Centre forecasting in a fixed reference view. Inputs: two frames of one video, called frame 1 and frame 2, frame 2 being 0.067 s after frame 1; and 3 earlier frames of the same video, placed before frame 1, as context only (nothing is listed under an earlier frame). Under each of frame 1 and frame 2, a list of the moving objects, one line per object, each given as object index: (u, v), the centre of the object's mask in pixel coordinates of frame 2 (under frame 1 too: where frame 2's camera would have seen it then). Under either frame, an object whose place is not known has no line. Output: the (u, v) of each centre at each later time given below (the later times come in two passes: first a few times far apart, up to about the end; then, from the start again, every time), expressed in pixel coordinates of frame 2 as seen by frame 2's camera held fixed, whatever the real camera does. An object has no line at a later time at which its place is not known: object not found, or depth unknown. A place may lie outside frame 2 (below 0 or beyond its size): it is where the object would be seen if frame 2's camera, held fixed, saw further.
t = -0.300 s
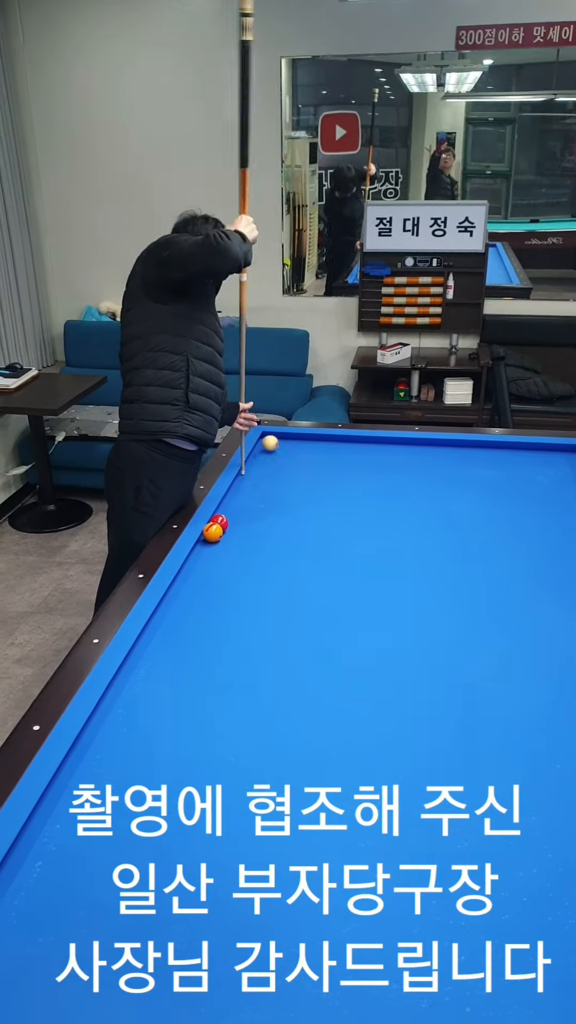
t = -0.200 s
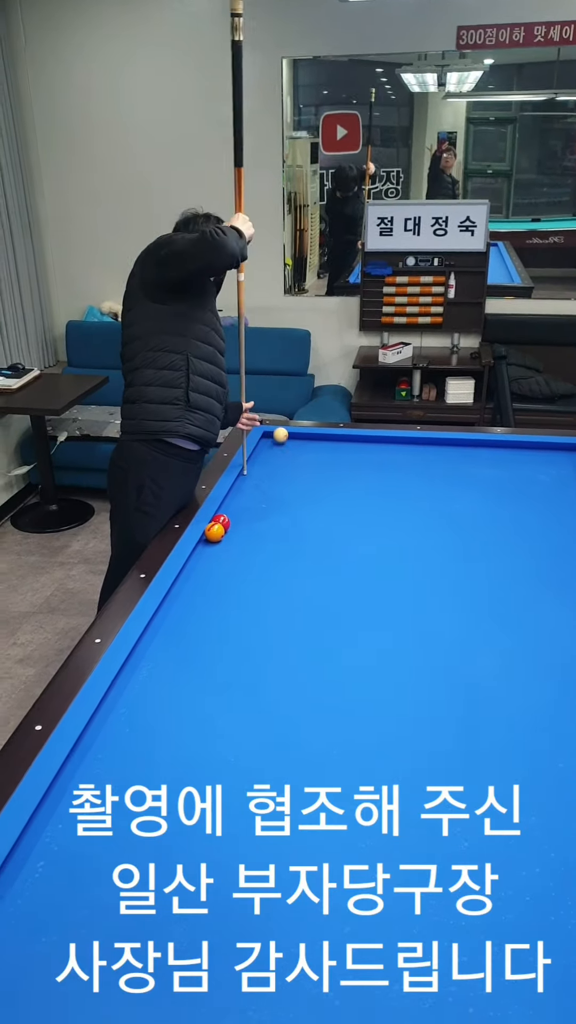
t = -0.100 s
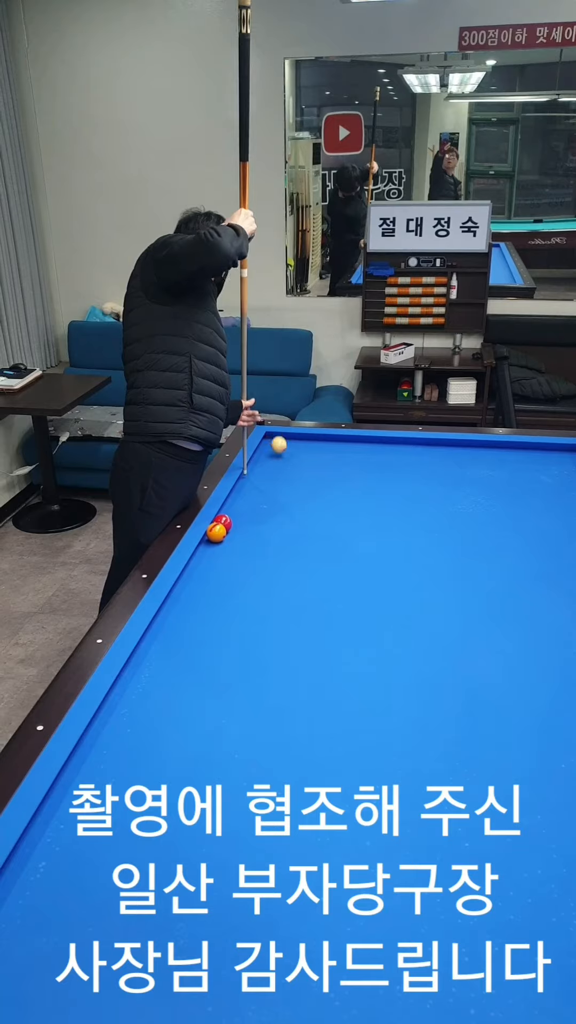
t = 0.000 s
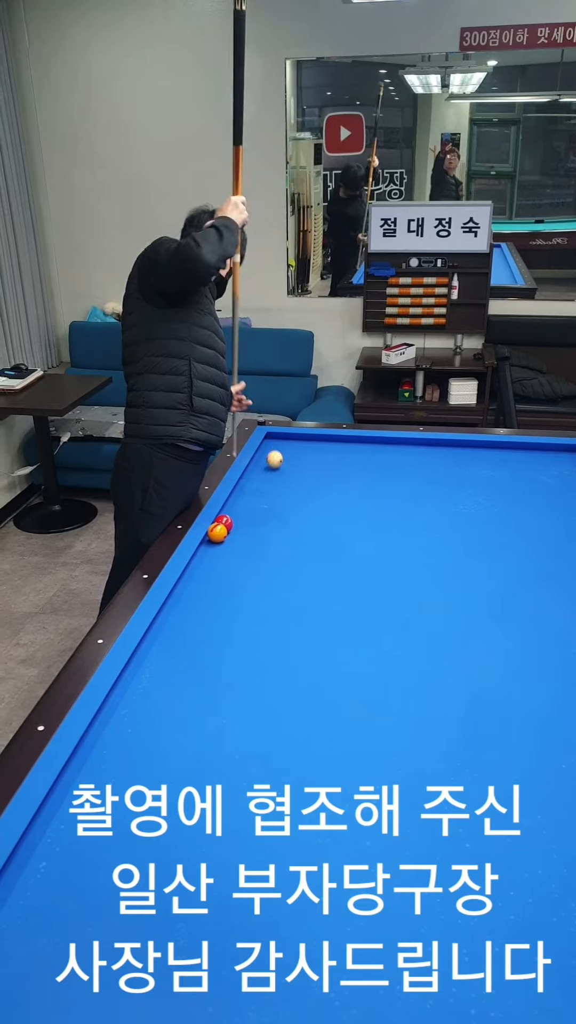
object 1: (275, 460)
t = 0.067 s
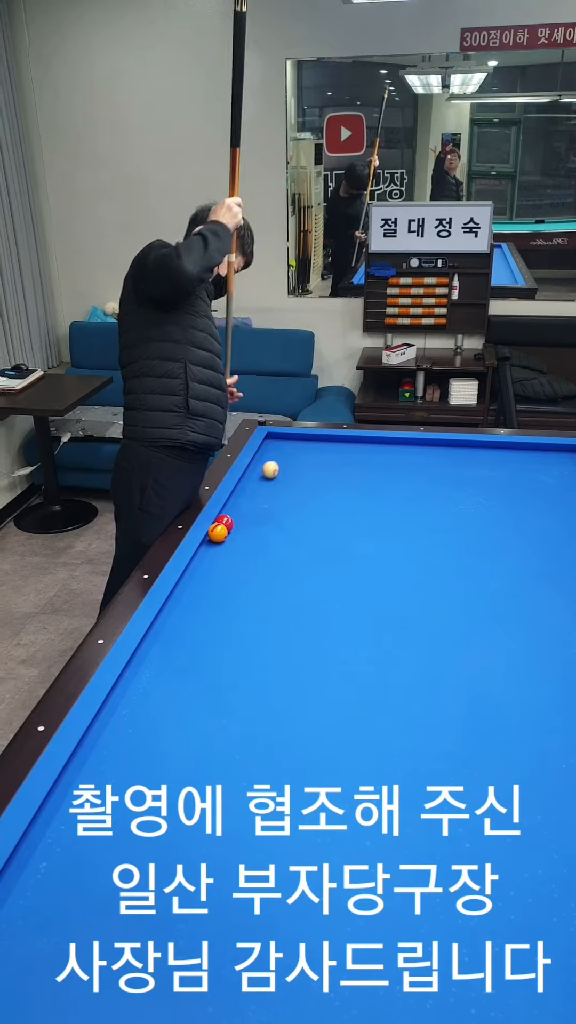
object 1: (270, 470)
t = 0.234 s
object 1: (253, 496)
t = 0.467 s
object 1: (241, 518)
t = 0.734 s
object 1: (243, 523)
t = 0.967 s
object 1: (235, 531)
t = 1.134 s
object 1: (221, 537)
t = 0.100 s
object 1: (267, 475)
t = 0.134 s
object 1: (265, 480)
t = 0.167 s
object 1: (261, 485)
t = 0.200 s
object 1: (257, 491)
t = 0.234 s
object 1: (253, 496)
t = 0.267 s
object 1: (248, 502)
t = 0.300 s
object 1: (242, 509)
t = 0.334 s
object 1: (236, 514)
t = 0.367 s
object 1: (236, 517)
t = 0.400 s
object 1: (238, 517)
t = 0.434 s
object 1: (239, 518)
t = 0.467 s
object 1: (241, 518)
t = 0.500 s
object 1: (242, 518)
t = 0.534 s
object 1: (243, 519)
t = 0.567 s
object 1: (243, 520)
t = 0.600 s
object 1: (244, 520)
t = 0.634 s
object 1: (244, 521)
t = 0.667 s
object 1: (244, 522)
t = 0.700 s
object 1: (244, 522)
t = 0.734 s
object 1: (243, 523)
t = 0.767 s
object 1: (243, 524)
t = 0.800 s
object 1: (242, 525)
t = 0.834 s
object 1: (241, 526)
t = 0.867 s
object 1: (240, 527)
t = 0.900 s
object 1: (239, 528)
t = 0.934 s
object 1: (237, 529)
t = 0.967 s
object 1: (235, 531)
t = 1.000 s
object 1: (233, 532)
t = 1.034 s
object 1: (231, 533)
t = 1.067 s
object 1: (228, 534)
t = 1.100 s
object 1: (225, 535)
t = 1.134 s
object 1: (221, 537)
